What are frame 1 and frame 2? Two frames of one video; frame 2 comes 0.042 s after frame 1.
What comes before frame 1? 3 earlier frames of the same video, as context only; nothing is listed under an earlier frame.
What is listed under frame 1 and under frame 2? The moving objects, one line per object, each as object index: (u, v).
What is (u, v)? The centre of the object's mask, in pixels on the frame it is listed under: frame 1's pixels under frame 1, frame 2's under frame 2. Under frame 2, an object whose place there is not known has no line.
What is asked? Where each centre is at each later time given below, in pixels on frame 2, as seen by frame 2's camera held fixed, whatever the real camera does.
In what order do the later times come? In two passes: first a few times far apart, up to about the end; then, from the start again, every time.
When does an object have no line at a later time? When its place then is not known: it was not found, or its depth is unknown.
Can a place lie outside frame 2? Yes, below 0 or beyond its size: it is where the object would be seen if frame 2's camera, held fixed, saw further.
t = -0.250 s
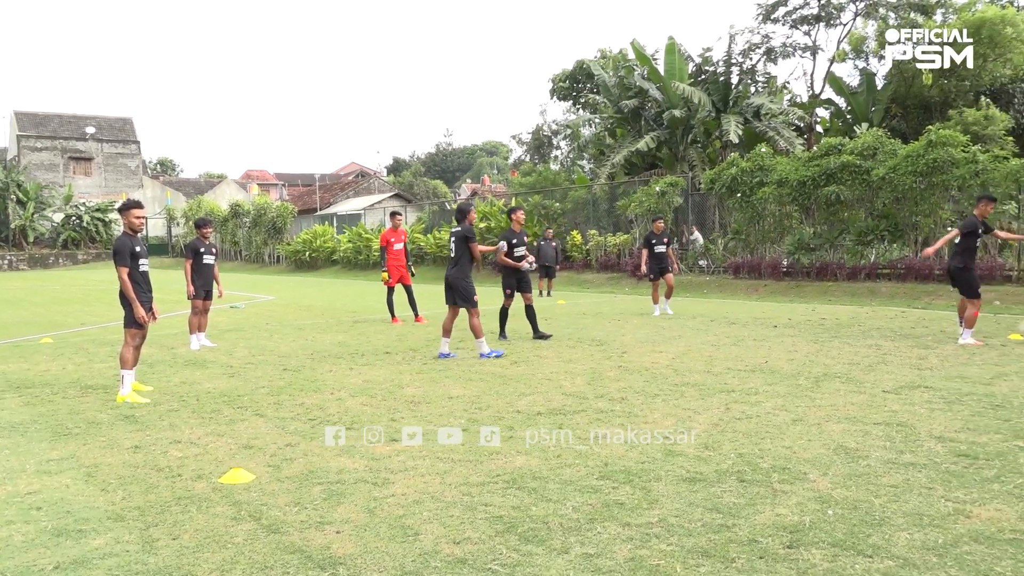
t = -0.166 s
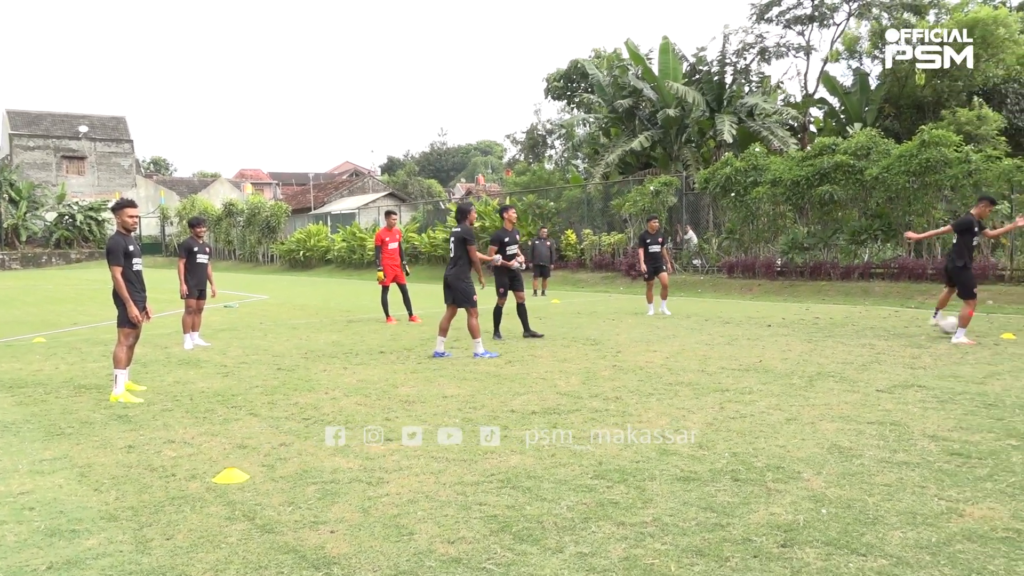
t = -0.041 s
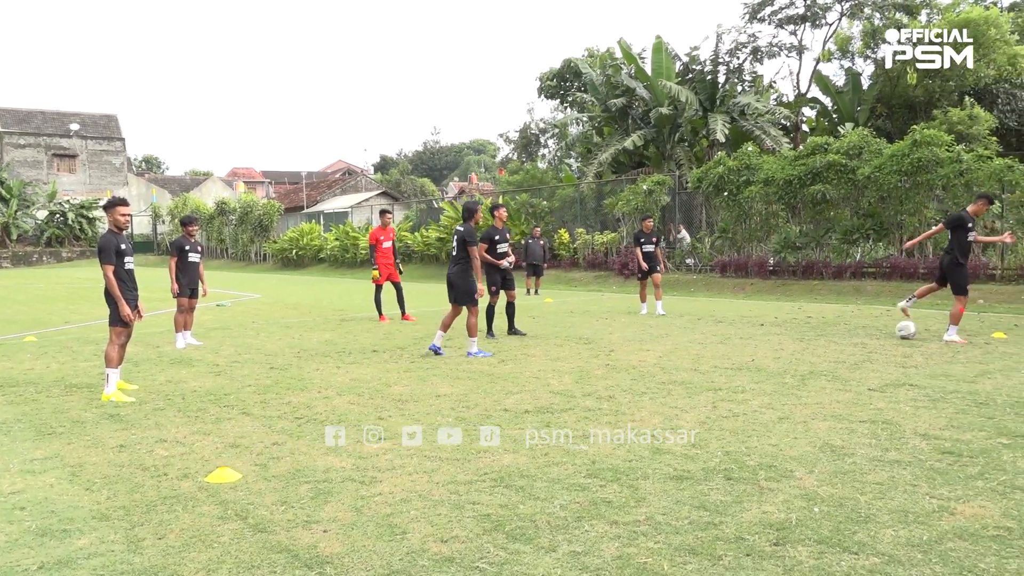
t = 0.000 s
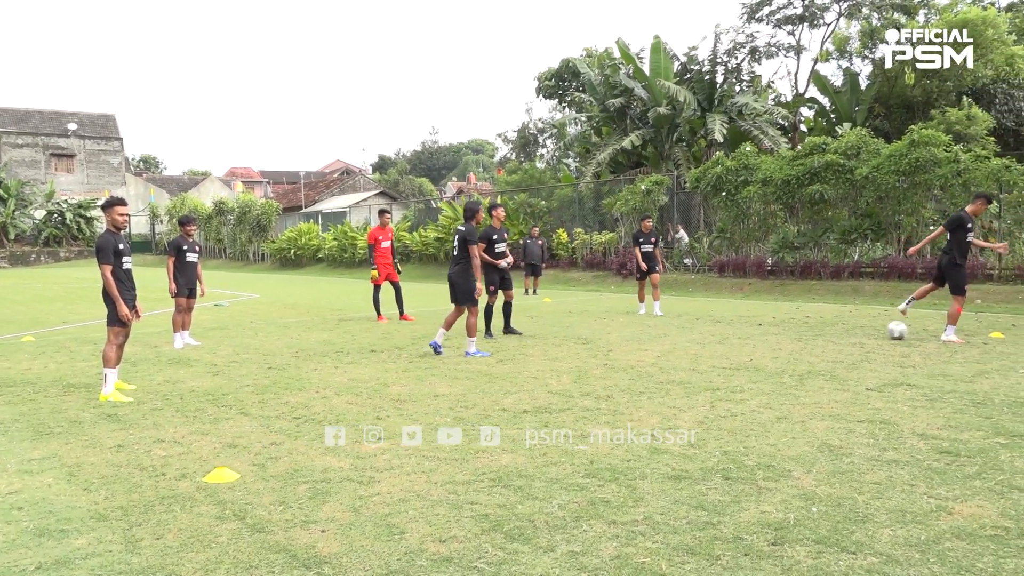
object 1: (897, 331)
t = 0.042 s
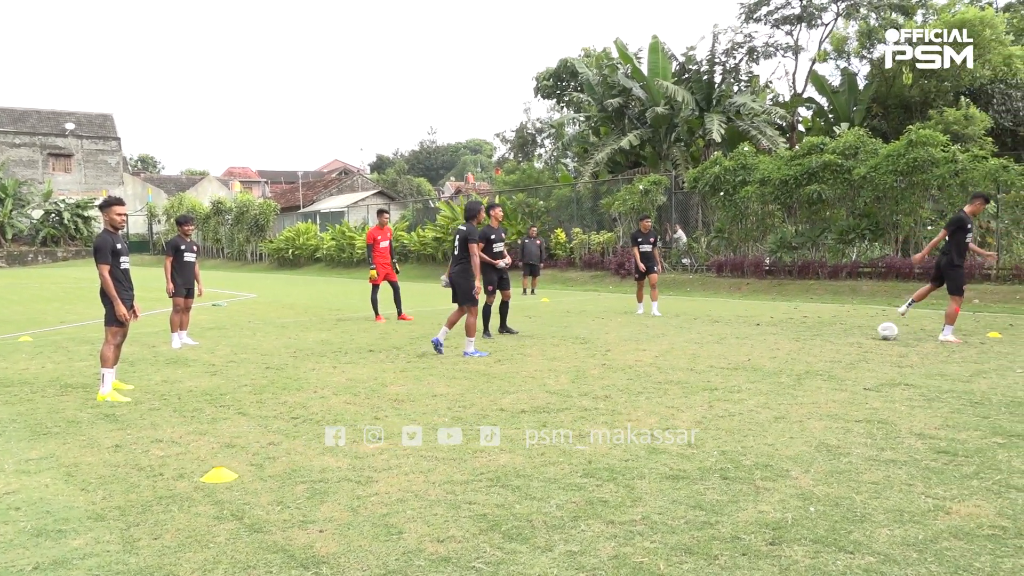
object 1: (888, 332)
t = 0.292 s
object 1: (859, 335)
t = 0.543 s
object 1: (836, 340)
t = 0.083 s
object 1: (881, 332)
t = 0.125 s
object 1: (876, 332)
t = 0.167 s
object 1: (871, 333)
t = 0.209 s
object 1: (866, 334)
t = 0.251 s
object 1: (862, 335)
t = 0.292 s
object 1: (859, 335)
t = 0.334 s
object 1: (855, 336)
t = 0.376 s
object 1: (851, 337)
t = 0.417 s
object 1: (846, 338)
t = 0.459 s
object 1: (842, 338)
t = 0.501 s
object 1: (839, 339)
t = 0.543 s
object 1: (836, 340)
